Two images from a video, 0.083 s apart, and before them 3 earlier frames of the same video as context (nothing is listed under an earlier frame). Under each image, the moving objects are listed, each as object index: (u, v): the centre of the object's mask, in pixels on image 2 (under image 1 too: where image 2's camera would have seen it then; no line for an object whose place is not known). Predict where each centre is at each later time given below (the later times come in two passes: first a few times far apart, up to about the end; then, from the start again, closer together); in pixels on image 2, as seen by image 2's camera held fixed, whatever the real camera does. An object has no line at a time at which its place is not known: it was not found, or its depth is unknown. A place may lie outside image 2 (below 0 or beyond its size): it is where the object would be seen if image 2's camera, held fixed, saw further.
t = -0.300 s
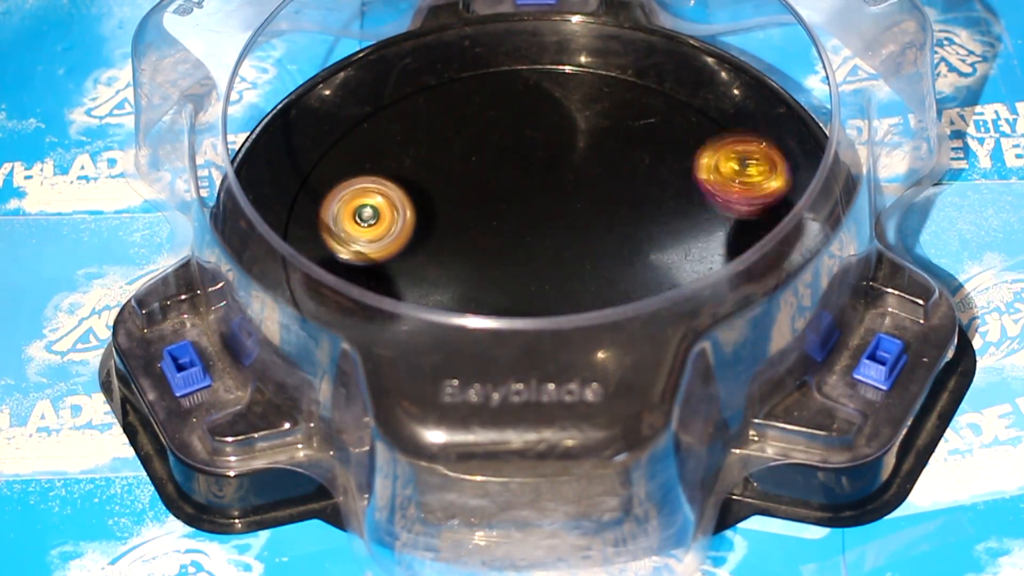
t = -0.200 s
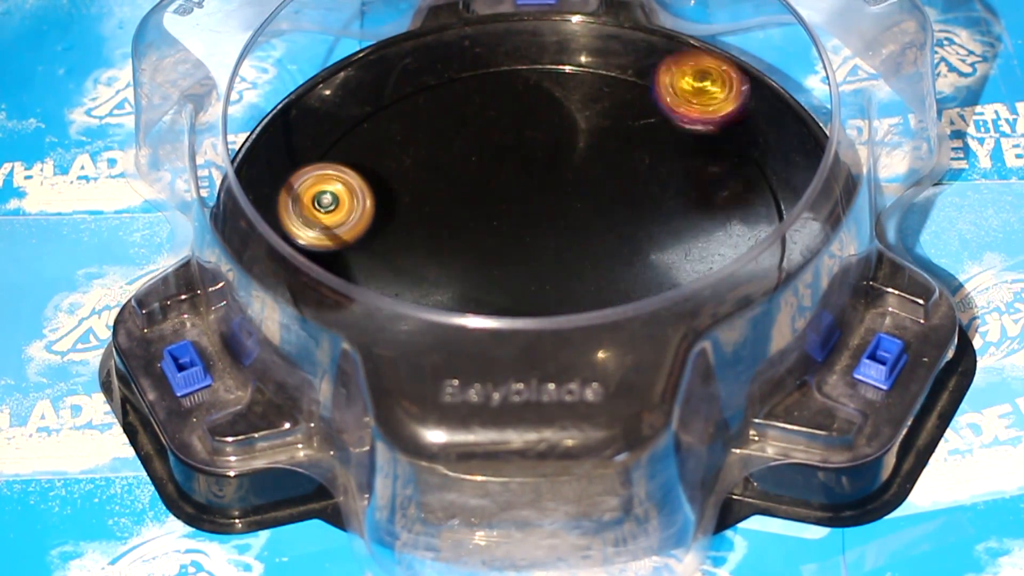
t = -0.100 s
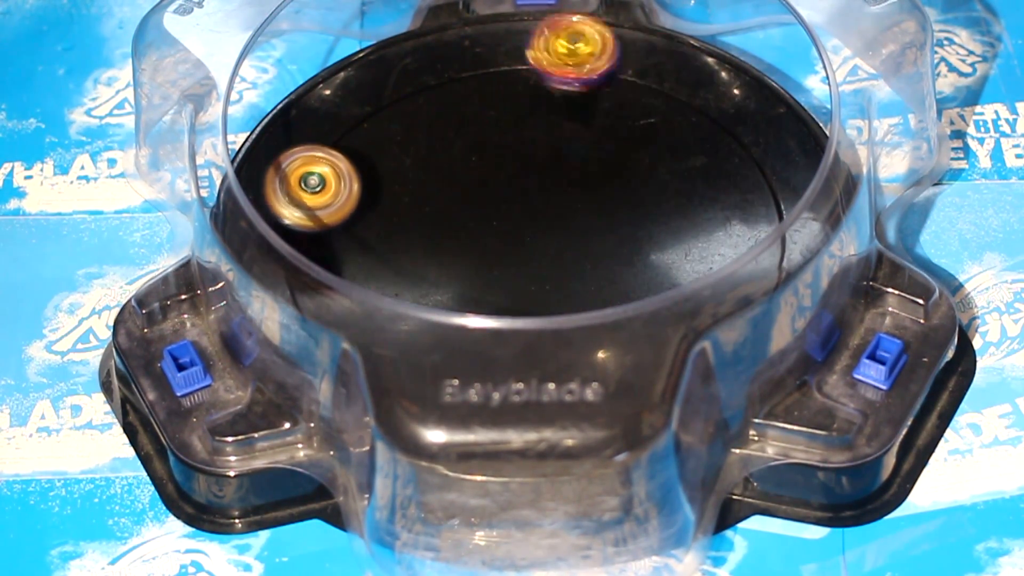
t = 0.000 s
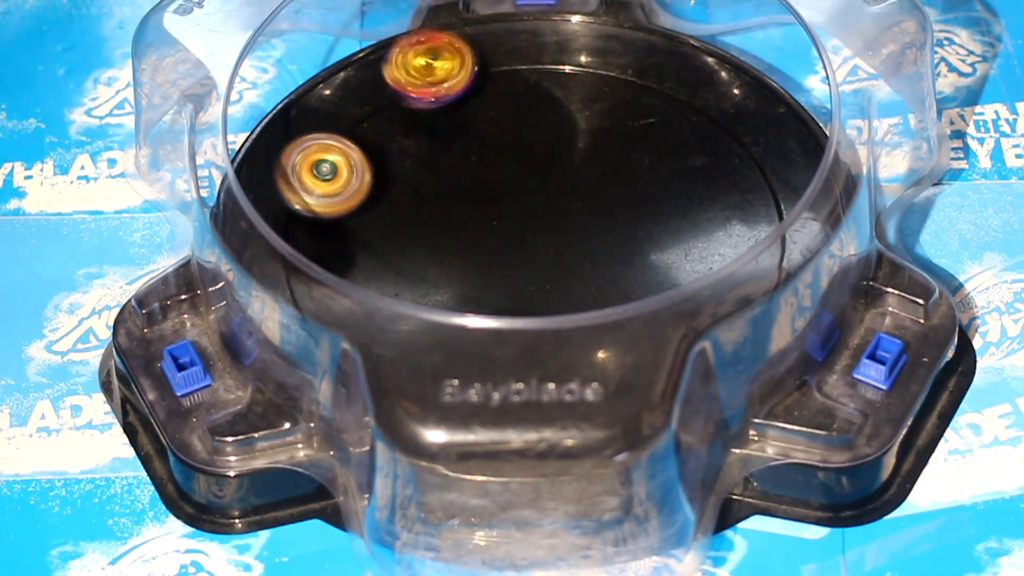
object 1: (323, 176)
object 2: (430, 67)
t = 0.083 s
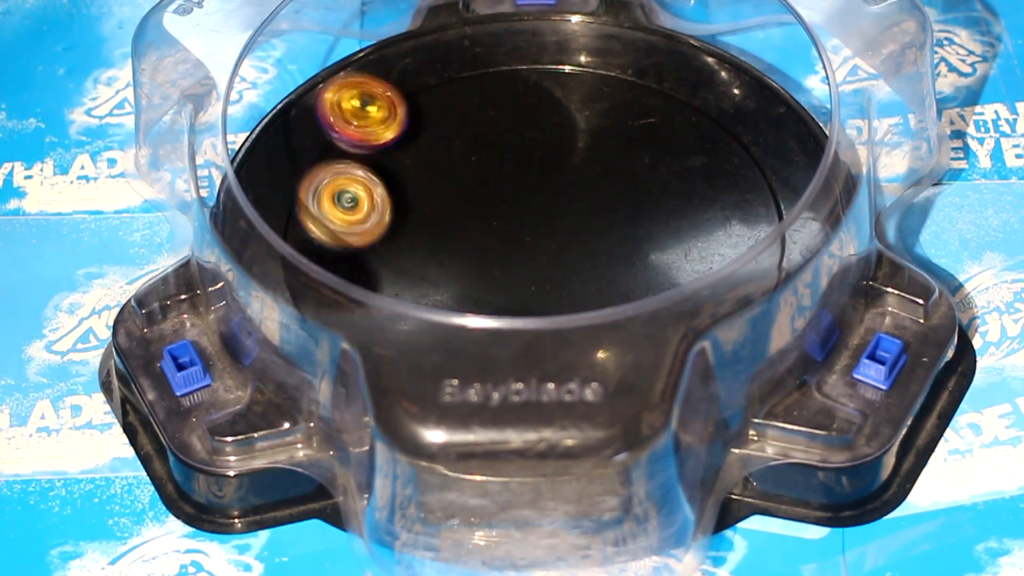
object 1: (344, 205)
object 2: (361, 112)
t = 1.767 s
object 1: (700, 176)
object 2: (611, 268)
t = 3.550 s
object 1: (371, 329)
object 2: (586, 213)
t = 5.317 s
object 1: (532, 157)
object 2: (580, 246)
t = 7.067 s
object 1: (695, 202)
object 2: (471, 254)
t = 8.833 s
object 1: (656, 220)
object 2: (525, 266)
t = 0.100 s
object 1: (348, 221)
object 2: (364, 124)
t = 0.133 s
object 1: (358, 247)
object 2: (371, 146)
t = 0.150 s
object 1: (365, 256)
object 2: (376, 157)
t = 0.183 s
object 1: (376, 284)
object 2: (386, 182)
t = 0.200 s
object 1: (382, 298)
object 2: (392, 193)
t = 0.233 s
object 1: (398, 321)
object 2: (411, 211)
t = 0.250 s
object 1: (406, 333)
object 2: (423, 220)
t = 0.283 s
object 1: (423, 351)
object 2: (451, 234)
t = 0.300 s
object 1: (432, 356)
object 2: (466, 241)
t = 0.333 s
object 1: (450, 365)
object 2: (497, 251)
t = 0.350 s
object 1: (457, 368)
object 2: (514, 252)
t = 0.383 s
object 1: (472, 373)
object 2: (546, 253)
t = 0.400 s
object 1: (481, 375)
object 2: (564, 252)
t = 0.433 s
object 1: (494, 376)
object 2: (596, 248)
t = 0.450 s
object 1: (502, 376)
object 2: (611, 244)
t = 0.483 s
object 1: (514, 373)
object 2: (637, 236)
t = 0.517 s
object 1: (525, 369)
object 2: (660, 229)
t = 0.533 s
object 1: (530, 360)
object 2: (669, 223)
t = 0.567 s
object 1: (542, 357)
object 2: (685, 210)
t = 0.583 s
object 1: (546, 356)
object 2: (691, 204)
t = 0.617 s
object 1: (551, 344)
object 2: (699, 187)
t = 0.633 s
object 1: (554, 338)
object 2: (701, 180)
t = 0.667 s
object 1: (557, 328)
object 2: (702, 164)
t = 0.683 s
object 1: (559, 318)
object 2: (703, 158)
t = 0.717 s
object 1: (561, 301)
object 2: (699, 141)
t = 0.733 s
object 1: (561, 290)
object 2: (696, 136)
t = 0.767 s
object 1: (568, 283)
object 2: (687, 121)
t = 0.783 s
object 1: (570, 279)
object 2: (681, 114)
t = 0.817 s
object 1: (572, 268)
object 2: (666, 101)
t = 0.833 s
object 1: (573, 262)
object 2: (658, 95)
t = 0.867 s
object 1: (576, 251)
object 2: (639, 84)
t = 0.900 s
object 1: (580, 241)
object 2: (616, 76)
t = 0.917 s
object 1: (582, 236)
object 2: (603, 73)
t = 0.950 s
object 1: (585, 228)
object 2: (576, 71)
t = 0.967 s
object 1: (587, 225)
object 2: (561, 73)
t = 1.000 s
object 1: (592, 219)
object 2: (531, 80)
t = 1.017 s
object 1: (595, 217)
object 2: (517, 85)
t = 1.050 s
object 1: (601, 214)
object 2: (490, 101)
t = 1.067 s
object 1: (604, 213)
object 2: (478, 111)
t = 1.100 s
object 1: (611, 213)
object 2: (456, 134)
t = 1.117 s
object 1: (614, 214)
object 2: (448, 146)
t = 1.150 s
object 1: (622, 215)
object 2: (434, 175)
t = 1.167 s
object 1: (626, 215)
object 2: (430, 189)
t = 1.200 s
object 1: (635, 219)
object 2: (426, 220)
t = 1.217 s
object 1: (639, 221)
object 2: (428, 238)
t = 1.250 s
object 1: (648, 226)
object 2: (435, 266)
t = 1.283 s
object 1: (657, 232)
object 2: (451, 284)
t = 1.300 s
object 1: (662, 235)
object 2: (459, 299)
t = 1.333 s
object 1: (671, 241)
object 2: (481, 328)
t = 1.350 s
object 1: (675, 245)
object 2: (494, 337)
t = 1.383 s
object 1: (682, 249)
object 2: (523, 354)
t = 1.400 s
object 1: (685, 251)
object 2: (538, 355)
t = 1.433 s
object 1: (689, 255)
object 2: (570, 356)
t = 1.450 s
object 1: (689, 256)
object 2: (587, 357)
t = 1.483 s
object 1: (690, 257)
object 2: (622, 354)
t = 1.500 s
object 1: (690, 257)
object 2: (638, 351)
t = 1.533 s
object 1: (690, 259)
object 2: (666, 341)
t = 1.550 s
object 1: (689, 258)
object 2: (679, 337)
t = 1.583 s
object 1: (694, 254)
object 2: (697, 332)
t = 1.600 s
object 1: (698, 246)
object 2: (696, 327)
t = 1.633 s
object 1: (704, 232)
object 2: (680, 313)
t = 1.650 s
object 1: (706, 223)
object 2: (672, 312)
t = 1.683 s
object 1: (706, 207)
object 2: (655, 301)
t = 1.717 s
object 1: (704, 194)
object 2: (638, 276)
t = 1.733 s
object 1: (703, 188)
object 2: (628, 274)
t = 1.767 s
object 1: (700, 176)
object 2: (611, 268)
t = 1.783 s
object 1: (697, 171)
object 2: (603, 261)
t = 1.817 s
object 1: (692, 162)
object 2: (581, 248)
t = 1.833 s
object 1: (688, 158)
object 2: (570, 244)
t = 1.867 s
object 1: (681, 152)
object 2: (553, 232)
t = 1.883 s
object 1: (677, 149)
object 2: (541, 227)
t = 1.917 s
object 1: (668, 144)
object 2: (518, 221)
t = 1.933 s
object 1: (663, 143)
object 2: (509, 217)
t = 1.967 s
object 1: (653, 141)
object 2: (488, 211)
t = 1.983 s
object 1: (648, 141)
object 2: (477, 210)
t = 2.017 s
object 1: (637, 141)
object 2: (460, 208)
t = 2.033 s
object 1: (631, 141)
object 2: (449, 208)
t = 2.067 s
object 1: (619, 142)
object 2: (431, 212)
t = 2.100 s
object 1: (608, 144)
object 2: (418, 214)
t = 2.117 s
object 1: (603, 145)
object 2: (410, 219)
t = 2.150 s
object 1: (591, 148)
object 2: (400, 226)
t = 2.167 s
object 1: (586, 148)
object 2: (395, 231)
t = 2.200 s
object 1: (575, 150)
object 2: (387, 241)
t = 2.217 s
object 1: (570, 152)
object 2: (387, 246)
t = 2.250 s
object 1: (559, 154)
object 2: (385, 254)
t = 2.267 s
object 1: (554, 156)
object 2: (384, 259)
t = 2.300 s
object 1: (545, 157)
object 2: (390, 267)
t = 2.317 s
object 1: (540, 158)
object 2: (390, 271)
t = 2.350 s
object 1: (531, 160)
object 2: (395, 289)
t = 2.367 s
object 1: (527, 159)
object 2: (398, 293)
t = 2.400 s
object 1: (520, 160)
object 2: (403, 313)
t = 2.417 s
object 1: (516, 161)
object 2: (414, 317)
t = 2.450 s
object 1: (509, 160)
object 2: (430, 321)
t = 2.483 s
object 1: (504, 159)
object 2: (453, 326)
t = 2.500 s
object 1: (501, 159)
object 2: (466, 326)
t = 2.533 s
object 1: (495, 157)
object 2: (491, 328)
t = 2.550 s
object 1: (493, 157)
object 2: (503, 316)
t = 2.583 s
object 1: (489, 155)
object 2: (524, 307)
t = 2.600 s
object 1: (487, 155)
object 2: (537, 293)
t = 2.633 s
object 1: (484, 153)
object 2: (553, 283)
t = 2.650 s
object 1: (482, 153)
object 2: (562, 280)
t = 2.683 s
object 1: (479, 154)
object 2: (574, 262)
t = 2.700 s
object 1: (478, 153)
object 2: (578, 253)
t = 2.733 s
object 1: (477, 155)
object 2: (585, 231)
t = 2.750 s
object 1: (476, 157)
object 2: (584, 223)
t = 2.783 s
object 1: (475, 159)
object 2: (585, 201)
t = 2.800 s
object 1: (476, 162)
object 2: (580, 192)
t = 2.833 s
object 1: (475, 166)
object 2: (576, 172)
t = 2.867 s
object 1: (461, 169)
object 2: (581, 157)
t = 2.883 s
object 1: (455, 169)
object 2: (588, 145)
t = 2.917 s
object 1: (442, 173)
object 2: (591, 134)
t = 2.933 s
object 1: (437, 172)
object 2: (594, 126)
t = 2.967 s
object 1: (428, 176)
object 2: (591, 117)
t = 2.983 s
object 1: (425, 177)
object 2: (590, 111)
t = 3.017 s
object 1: (419, 179)
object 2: (583, 106)
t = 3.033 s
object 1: (417, 181)
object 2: (578, 100)
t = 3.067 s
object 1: (413, 184)
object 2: (568, 98)
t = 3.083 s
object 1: (413, 186)
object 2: (560, 95)
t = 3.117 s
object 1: (411, 190)
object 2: (547, 97)
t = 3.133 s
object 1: (411, 192)
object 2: (537, 98)
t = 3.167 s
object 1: (412, 197)
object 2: (523, 105)
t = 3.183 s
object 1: (413, 199)
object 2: (515, 108)
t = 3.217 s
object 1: (416, 203)
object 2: (503, 121)
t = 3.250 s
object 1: (419, 209)
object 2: (489, 136)
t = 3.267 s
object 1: (420, 210)
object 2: (487, 146)
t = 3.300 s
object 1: (417, 224)
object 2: (487, 155)
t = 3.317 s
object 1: (414, 233)
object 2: (494, 158)
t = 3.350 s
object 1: (407, 248)
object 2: (501, 167)
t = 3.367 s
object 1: (404, 255)
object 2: (510, 173)
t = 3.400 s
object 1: (398, 266)
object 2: (520, 184)
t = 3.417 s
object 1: (396, 269)
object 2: (528, 189)
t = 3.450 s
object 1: (387, 289)
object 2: (542, 198)
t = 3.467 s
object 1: (384, 296)
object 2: (550, 202)
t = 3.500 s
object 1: (379, 308)
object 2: (564, 208)
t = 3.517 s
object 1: (377, 315)
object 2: (571, 210)
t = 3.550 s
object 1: (371, 329)
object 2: (586, 213)
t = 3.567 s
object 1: (370, 331)
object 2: (590, 216)
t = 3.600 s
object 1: (369, 334)
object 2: (606, 217)
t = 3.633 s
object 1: (370, 336)
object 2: (619, 219)
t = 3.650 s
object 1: (370, 337)
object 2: (625, 217)
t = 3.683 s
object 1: (372, 338)
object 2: (639, 216)
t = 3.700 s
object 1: (374, 338)
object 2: (642, 216)
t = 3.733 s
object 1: (377, 338)
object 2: (653, 211)
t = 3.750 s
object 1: (383, 336)
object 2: (655, 211)
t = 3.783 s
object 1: (389, 331)
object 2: (659, 204)
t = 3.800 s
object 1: (393, 335)
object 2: (661, 204)
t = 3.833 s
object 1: (402, 335)
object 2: (660, 199)
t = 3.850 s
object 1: (408, 324)
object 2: (659, 197)
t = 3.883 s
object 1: (420, 320)
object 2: (652, 196)
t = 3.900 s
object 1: (427, 308)
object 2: (649, 194)
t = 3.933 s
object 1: (441, 303)
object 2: (640, 195)
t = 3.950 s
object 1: (448, 298)
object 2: (634, 194)
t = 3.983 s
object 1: (464, 287)
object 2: (621, 196)
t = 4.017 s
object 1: (477, 284)
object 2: (608, 200)
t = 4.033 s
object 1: (486, 281)
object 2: (600, 201)
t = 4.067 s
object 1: (503, 276)
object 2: (583, 207)
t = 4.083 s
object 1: (512, 273)
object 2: (576, 208)
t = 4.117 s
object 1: (520, 280)
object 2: (577, 195)
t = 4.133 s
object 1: (517, 289)
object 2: (587, 179)
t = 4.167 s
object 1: (513, 309)
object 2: (602, 144)
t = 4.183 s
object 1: (512, 317)
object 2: (607, 126)
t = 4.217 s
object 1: (510, 338)
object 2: (614, 98)
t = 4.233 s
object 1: (510, 341)
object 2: (616, 88)
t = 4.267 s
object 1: (510, 350)
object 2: (615, 68)
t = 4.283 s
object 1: (511, 350)
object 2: (612, 59)
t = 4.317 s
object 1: (513, 349)
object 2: (604, 52)
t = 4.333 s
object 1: (516, 343)
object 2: (600, 55)
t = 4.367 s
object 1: (521, 337)
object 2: (582, 61)
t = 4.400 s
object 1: (526, 330)
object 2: (565, 70)
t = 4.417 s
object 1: (529, 328)
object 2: (556, 74)
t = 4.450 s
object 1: (534, 316)
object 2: (541, 85)
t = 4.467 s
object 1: (536, 312)
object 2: (534, 90)
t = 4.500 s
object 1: (541, 295)
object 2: (521, 104)
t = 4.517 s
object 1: (544, 292)
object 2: (517, 110)
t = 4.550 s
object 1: (551, 286)
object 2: (509, 127)
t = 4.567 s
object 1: (554, 282)
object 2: (507, 133)
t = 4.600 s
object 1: (563, 272)
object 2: (506, 151)
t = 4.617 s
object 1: (568, 265)
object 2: (507, 164)
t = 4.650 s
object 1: (578, 251)
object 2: (511, 183)
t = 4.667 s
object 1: (583, 243)
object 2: (513, 190)
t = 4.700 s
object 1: (609, 236)
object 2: (500, 198)
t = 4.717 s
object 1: (626, 229)
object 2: (485, 198)
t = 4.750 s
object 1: (655, 220)
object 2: (459, 201)
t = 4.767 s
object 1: (670, 218)
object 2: (449, 203)
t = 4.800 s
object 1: (686, 209)
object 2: (429, 208)
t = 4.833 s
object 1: (696, 203)
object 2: (415, 215)
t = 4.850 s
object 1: (699, 201)
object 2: (411, 218)
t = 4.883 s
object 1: (699, 196)
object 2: (404, 226)
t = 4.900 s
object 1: (699, 195)
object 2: (401, 232)
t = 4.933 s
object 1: (695, 192)
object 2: (401, 243)
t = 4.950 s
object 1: (693, 192)
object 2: (402, 247)
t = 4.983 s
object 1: (687, 191)
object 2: (409, 257)
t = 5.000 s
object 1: (683, 191)
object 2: (413, 261)
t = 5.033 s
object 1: (675, 191)
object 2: (426, 268)
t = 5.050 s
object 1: (671, 191)
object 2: (436, 272)
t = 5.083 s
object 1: (660, 191)
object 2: (453, 276)
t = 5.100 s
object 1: (655, 191)
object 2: (465, 276)
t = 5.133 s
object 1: (642, 190)
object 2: (487, 276)
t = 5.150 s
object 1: (635, 190)
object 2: (497, 276)
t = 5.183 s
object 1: (619, 188)
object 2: (518, 272)
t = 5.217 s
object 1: (599, 184)
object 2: (536, 263)
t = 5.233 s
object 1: (589, 182)
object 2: (543, 260)
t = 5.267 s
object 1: (567, 176)
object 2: (560, 249)
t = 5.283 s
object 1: (555, 170)
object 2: (566, 243)
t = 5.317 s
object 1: (532, 157)
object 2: (580, 246)
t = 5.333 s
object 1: (521, 148)
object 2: (587, 244)
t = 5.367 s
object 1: (500, 132)
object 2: (600, 244)
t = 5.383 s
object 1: (490, 125)
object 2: (606, 244)
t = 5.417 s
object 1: (473, 111)
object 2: (617, 240)
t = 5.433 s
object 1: (464, 104)
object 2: (620, 240)
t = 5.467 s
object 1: (450, 93)
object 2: (628, 236)
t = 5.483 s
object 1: (444, 88)
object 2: (632, 231)
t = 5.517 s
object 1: (433, 82)
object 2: (632, 226)
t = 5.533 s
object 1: (429, 79)
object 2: (634, 222)
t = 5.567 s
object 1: (422, 77)
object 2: (630, 215)
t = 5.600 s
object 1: (420, 83)
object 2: (622, 211)
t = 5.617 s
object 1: (421, 86)
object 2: (618, 209)
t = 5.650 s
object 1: (422, 97)
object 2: (607, 206)
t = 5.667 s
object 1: (423, 102)
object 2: (603, 205)
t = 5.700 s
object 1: (426, 115)
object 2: (587, 204)
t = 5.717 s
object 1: (428, 122)
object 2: (578, 205)
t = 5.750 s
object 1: (432, 136)
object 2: (564, 206)
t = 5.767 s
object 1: (434, 145)
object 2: (553, 207)
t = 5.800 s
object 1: (438, 162)
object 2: (539, 211)
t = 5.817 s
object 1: (439, 169)
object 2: (530, 214)
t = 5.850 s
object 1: (439, 187)
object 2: (520, 222)
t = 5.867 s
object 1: (433, 193)
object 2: (523, 224)
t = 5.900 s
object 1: (421, 201)
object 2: (535, 241)
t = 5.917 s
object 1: (414, 208)
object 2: (541, 246)
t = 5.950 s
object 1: (404, 221)
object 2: (554, 256)
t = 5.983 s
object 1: (396, 233)
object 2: (568, 266)
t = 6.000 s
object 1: (394, 238)
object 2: (575, 267)
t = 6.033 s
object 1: (389, 250)
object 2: (587, 271)
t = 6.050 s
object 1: (387, 255)
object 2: (593, 274)
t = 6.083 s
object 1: (385, 264)
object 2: (604, 273)
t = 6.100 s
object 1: (385, 267)
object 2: (609, 275)
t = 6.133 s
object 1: (383, 281)
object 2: (619, 275)
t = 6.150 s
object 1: (384, 288)
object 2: (625, 274)
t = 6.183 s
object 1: (386, 297)
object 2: (633, 273)
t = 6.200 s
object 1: (388, 302)
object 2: (638, 271)
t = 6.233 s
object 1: (395, 311)
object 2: (644, 268)
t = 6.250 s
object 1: (398, 315)
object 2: (648, 266)
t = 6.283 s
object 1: (406, 321)
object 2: (649, 261)
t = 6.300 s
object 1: (410, 323)
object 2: (649, 261)
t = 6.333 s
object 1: (421, 328)
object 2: (643, 256)
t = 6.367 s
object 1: (434, 330)
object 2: (632, 250)
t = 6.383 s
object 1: (438, 329)
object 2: (628, 247)
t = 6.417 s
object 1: (452, 331)
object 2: (612, 239)
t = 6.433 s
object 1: (460, 330)
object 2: (607, 237)
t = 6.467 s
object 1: (476, 328)
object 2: (588, 233)
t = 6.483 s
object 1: (483, 328)
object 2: (581, 232)
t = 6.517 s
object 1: (500, 316)
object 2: (562, 229)
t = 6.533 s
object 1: (508, 316)
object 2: (551, 228)
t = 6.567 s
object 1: (526, 312)
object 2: (535, 227)
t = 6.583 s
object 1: (535, 309)
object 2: (524, 227)
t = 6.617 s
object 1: (553, 296)
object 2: (510, 226)
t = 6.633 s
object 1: (564, 294)
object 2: (499, 226)
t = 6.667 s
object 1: (584, 288)
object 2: (486, 228)
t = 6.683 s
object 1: (594, 285)
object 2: (477, 228)
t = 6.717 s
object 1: (613, 278)
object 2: (466, 230)
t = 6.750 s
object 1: (633, 271)
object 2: (457, 232)
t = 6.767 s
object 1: (642, 268)
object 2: (448, 234)
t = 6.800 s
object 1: (659, 260)
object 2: (442, 237)
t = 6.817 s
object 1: (666, 255)
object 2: (437, 238)
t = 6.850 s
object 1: (680, 247)
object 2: (434, 241)
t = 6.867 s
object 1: (686, 242)
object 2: (431, 243)
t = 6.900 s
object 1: (696, 233)
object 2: (430, 248)
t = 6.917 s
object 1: (699, 229)
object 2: (432, 249)
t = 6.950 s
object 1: (703, 222)
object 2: (435, 252)
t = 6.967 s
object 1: (705, 218)
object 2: (439, 253)
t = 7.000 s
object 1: (704, 212)
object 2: (447, 256)
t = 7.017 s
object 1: (702, 210)
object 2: (453, 255)
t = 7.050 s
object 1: (699, 205)
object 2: (464, 256)
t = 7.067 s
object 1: (695, 202)
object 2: (471, 254)
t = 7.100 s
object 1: (689, 199)
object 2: (482, 252)
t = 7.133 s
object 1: (679, 195)
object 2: (495, 248)
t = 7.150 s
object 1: (675, 194)
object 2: (501, 245)
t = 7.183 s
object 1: (664, 191)
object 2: (512, 240)
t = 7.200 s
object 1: (658, 189)
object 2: (518, 234)
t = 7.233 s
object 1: (645, 185)
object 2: (527, 227)
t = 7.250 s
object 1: (637, 183)
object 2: (532, 221)
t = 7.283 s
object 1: (624, 178)
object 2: (537, 215)
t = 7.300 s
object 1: (618, 175)
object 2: (533, 213)
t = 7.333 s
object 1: (612, 164)
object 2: (521, 214)
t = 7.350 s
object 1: (609, 160)
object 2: (511, 215)
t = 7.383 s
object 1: (597, 152)
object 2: (500, 218)
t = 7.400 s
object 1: (590, 149)
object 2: (492, 219)
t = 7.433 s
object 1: (576, 144)
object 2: (483, 222)
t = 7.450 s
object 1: (569, 142)
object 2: (475, 223)
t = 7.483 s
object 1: (552, 138)
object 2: (469, 227)
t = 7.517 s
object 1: (536, 136)
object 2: (459, 231)
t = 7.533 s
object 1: (527, 135)
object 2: (458, 234)
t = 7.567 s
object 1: (510, 134)
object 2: (450, 239)
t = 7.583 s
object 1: (501, 134)
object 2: (450, 242)
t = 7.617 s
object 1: (485, 135)
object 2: (448, 247)
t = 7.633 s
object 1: (478, 136)
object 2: (449, 250)
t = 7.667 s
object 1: (462, 138)
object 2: (451, 254)
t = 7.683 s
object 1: (455, 140)
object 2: (456, 257)
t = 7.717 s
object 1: (443, 144)
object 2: (462, 261)
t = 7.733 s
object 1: (438, 146)
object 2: (466, 260)
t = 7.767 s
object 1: (428, 152)
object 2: (476, 262)
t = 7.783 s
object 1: (423, 156)
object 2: (482, 262)
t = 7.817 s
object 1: (416, 163)
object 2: (493, 263)
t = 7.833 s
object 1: (413, 166)
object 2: (501, 261)
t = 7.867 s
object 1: (408, 176)
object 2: (512, 259)
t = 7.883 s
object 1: (407, 181)
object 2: (518, 256)
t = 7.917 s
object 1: (404, 191)
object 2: (529, 252)
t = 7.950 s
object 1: (404, 201)
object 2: (540, 245)
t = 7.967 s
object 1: (404, 207)
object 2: (544, 242)
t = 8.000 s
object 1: (406, 219)
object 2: (554, 234)
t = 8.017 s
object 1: (407, 225)
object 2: (556, 231)
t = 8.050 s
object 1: (411, 237)
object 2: (564, 221)
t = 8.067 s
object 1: (414, 244)
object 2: (567, 220)
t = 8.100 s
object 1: (419, 256)
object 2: (570, 210)
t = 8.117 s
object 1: (423, 262)
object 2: (571, 208)
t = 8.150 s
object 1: (430, 272)
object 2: (572, 200)
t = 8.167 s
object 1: (434, 276)
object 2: (573, 197)
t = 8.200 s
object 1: (445, 283)
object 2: (571, 190)
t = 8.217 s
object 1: (449, 287)
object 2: (572, 186)
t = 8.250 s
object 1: (460, 293)
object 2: (567, 182)
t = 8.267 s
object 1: (465, 295)
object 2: (566, 177)
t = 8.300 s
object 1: (479, 299)
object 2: (561, 176)
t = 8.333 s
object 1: (495, 317)
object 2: (555, 172)
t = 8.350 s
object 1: (503, 317)
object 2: (552, 173)
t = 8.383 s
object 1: (518, 329)
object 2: (541, 173)
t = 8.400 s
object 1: (525, 329)
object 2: (540, 173)
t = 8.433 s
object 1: (540, 329)
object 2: (531, 176)
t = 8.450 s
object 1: (546, 328)
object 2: (529, 177)
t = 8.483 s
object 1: (559, 328)
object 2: (519, 184)
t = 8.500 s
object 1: (566, 318)
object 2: (516, 187)
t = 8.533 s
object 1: (579, 314)
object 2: (510, 197)
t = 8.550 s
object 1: (586, 310)
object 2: (507, 199)
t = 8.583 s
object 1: (598, 303)
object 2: (506, 209)
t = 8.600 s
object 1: (605, 298)
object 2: (503, 214)
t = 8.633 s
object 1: (615, 285)
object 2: (504, 221)
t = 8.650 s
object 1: (619, 281)
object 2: (503, 228)
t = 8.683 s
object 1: (630, 272)
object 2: (504, 232)
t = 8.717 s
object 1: (639, 264)
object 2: (506, 243)
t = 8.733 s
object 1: (642, 259)
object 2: (508, 245)
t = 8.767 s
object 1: (649, 247)
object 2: (513, 254)
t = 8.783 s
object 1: (651, 240)
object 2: (515, 255)
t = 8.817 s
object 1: (654, 227)
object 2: (522, 262)
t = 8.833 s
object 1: (656, 220)
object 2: (525, 266)
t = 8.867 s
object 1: (657, 208)
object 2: (534, 267)
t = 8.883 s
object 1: (657, 202)
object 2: (538, 271)
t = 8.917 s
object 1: (656, 190)
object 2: (547, 270)
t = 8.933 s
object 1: (654, 185)
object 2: (550, 271)
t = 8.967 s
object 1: (650, 175)
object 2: (557, 271)
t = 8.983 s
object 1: (646, 170)
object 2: (563, 269)
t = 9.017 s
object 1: (639, 162)
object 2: (567, 269)
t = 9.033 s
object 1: (635, 159)
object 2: (570, 265)
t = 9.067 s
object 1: (625, 152)
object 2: (576, 263)
